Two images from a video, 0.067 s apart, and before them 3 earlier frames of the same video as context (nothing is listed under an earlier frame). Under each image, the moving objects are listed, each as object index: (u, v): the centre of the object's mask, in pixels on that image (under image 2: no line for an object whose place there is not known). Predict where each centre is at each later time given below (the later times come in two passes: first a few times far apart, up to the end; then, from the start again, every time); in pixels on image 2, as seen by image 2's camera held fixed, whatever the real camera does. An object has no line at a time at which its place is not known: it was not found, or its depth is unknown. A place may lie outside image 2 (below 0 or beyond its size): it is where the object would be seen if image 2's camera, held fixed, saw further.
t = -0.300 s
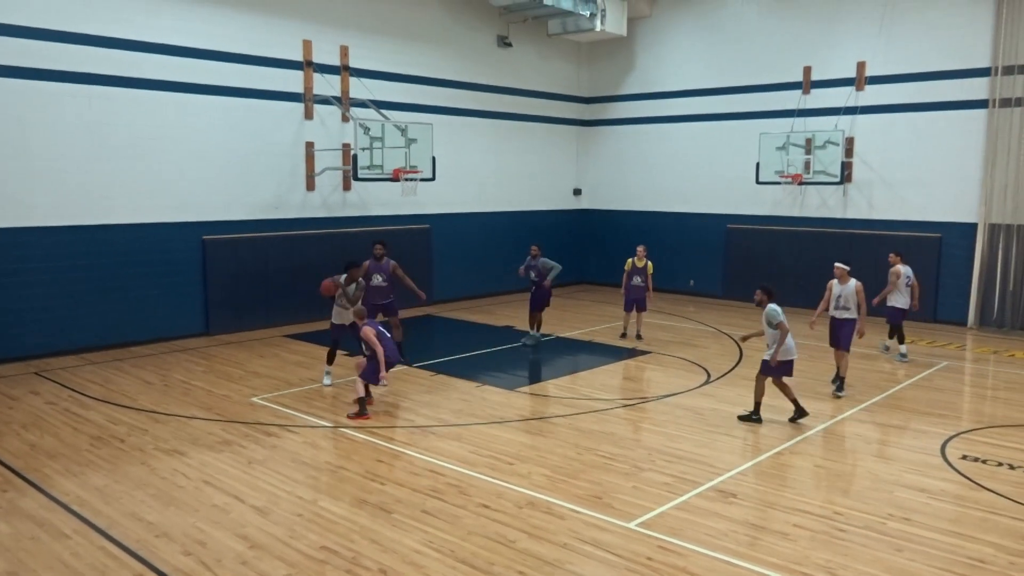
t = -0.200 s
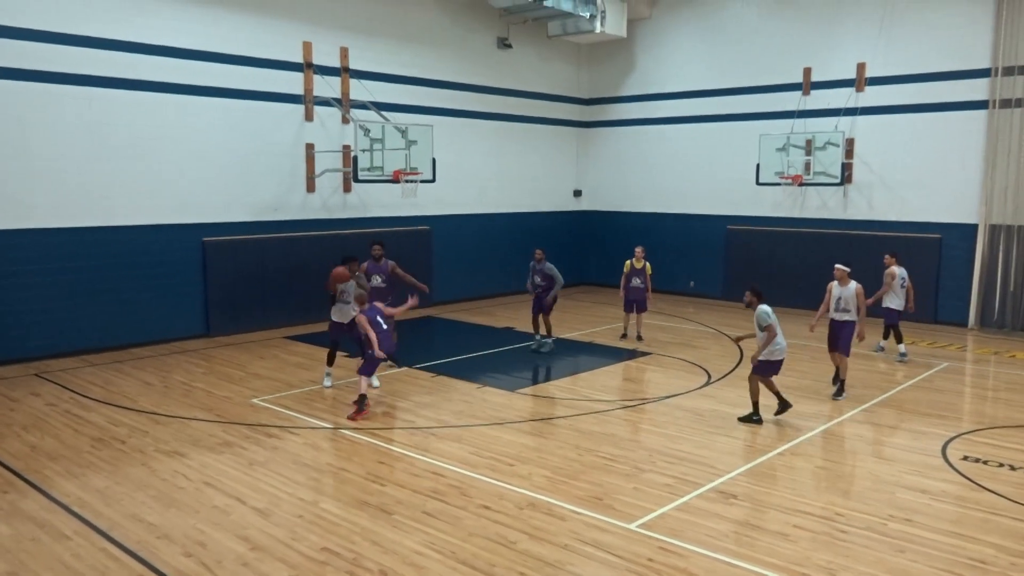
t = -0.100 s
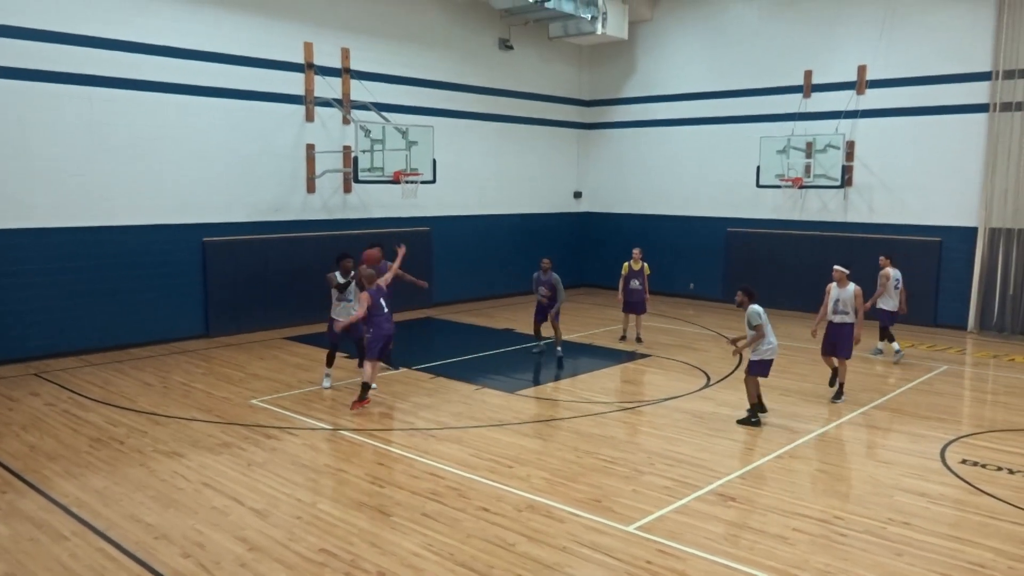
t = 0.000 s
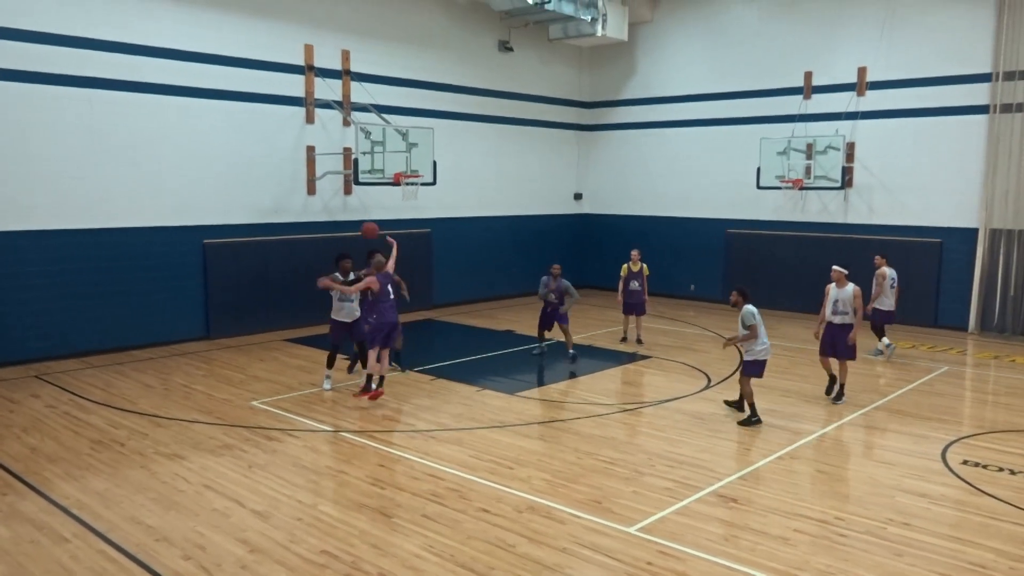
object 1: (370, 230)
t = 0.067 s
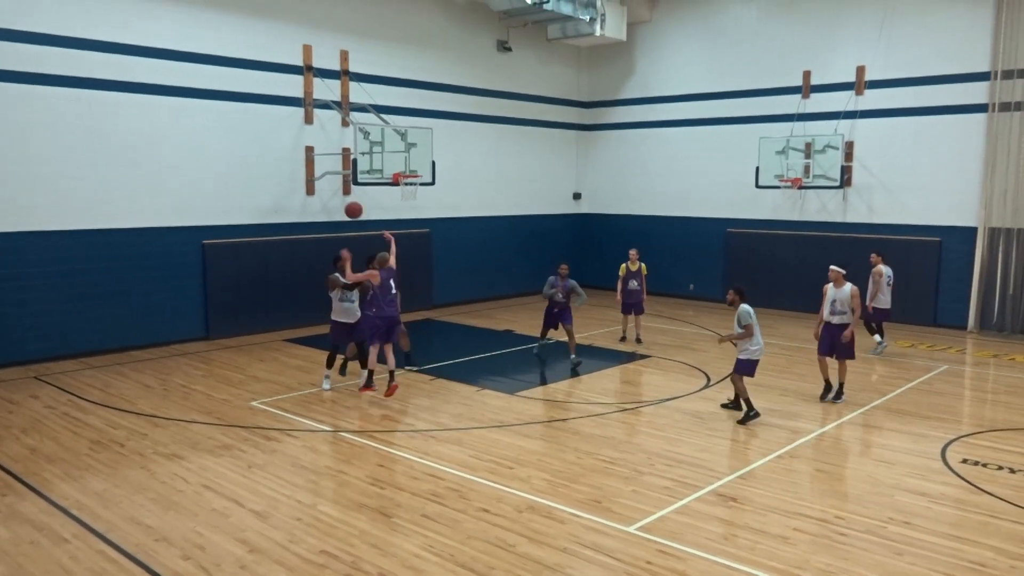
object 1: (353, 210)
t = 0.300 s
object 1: (300, 163)
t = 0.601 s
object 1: (231, 161)
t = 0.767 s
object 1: (193, 190)
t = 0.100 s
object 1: (346, 201)
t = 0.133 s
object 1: (338, 193)
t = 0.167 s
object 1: (330, 185)
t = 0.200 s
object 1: (323, 178)
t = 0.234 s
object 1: (316, 173)
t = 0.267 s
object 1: (308, 168)
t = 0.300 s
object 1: (300, 163)
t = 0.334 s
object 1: (292, 159)
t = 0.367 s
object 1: (284, 156)
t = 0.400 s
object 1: (277, 154)
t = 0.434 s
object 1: (269, 153)
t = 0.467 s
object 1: (262, 153)
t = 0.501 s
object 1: (254, 154)
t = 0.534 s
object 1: (246, 155)
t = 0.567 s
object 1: (238, 157)
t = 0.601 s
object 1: (231, 161)
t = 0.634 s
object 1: (223, 165)
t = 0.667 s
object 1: (216, 170)
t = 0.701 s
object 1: (208, 175)
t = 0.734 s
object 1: (200, 182)
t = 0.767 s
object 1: (193, 190)
